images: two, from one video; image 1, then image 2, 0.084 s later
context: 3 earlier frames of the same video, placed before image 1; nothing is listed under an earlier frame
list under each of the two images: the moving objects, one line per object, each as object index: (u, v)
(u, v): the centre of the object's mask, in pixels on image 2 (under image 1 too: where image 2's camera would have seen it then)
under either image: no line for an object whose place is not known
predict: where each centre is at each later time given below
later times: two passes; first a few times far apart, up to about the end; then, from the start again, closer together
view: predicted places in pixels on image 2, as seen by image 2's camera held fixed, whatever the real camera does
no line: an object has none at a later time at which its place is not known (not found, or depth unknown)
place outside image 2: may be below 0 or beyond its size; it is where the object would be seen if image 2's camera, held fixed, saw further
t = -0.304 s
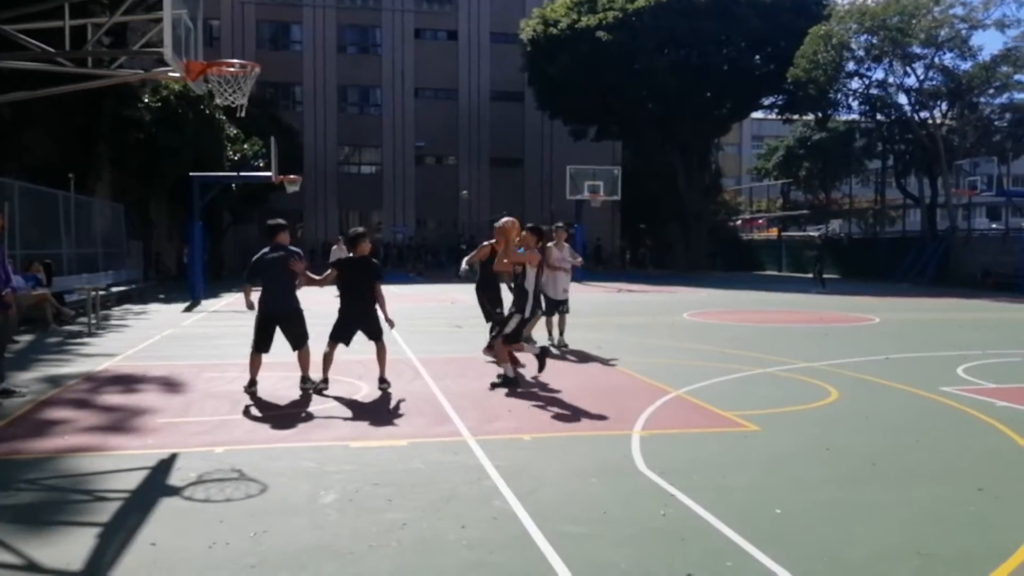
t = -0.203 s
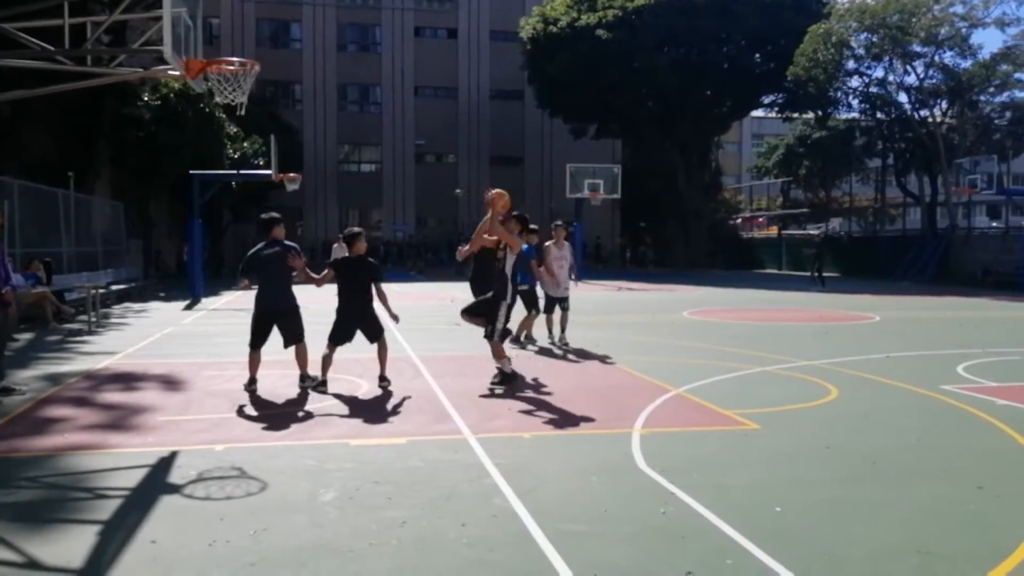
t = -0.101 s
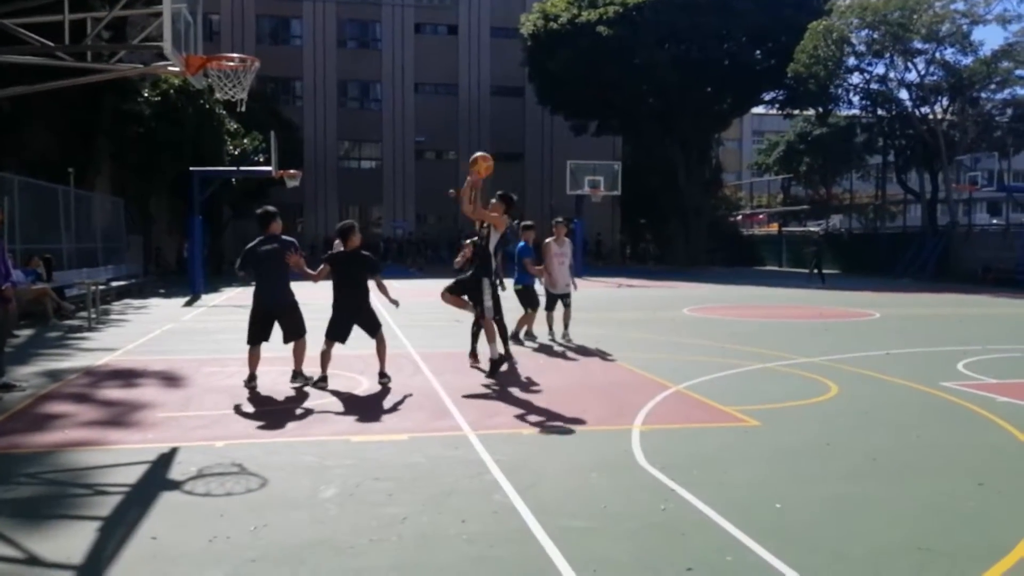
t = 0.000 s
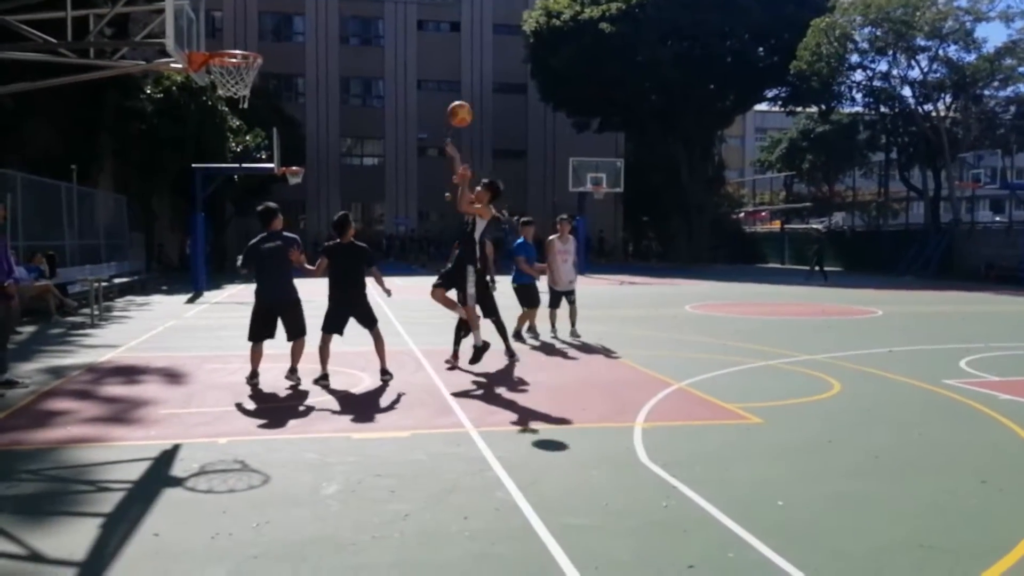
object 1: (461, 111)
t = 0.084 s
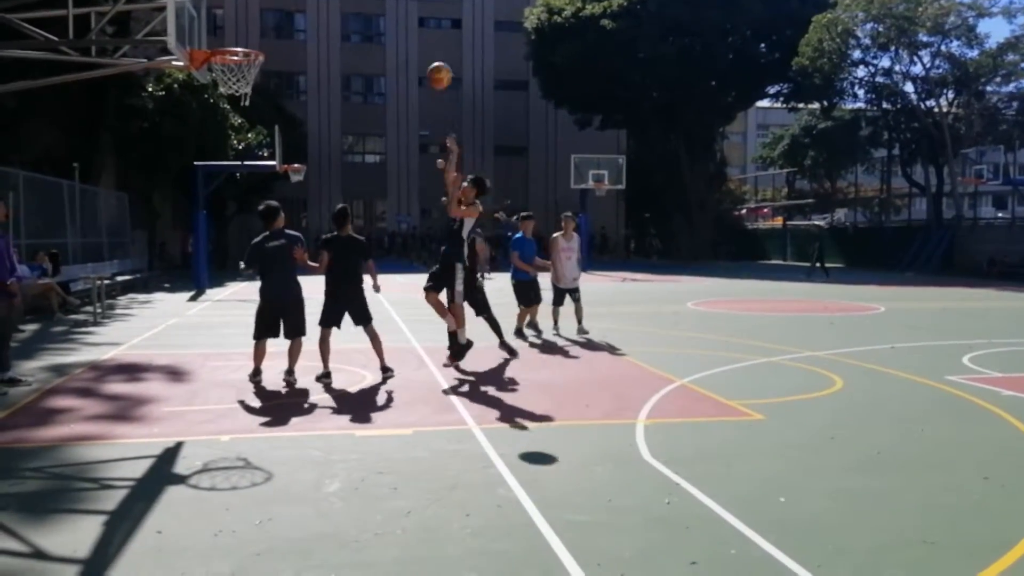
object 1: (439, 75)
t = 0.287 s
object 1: (385, 18)
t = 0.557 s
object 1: (309, 12)
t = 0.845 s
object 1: (225, 69)
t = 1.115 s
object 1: (190, 126)
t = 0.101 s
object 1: (435, 69)
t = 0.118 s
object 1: (431, 63)
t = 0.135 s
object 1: (426, 57)
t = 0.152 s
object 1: (422, 51)
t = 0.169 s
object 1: (417, 46)
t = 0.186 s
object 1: (413, 41)
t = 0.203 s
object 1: (408, 37)
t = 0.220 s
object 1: (404, 32)
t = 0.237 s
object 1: (399, 28)
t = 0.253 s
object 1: (394, 24)
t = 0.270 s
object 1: (389, 21)
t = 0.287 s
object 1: (385, 18)
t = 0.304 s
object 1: (381, 15)
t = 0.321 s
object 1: (376, 13)
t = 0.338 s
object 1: (372, 11)
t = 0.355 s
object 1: (367, 10)
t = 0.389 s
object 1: (357, 8)
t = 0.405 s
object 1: (353, 9)
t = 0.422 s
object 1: (348, 8)
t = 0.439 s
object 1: (342, 8)
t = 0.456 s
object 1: (338, 8)
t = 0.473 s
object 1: (334, 9)
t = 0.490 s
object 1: (330, 9)
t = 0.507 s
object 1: (326, 9)
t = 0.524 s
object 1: (320, 10)
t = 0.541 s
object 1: (315, 11)
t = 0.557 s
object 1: (309, 12)
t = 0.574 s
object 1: (303, 13)
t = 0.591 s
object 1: (300, 14)
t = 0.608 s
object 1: (295, 15)
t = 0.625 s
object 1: (290, 16)
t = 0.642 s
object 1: (282, 15)
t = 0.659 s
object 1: (276, 19)
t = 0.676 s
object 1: (270, 23)
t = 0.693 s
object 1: (266, 28)
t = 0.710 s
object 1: (262, 32)
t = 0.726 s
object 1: (258, 36)
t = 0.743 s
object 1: (254, 41)
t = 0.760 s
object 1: (251, 45)
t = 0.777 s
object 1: (248, 49)
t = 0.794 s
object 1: (241, 54)
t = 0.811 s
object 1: (234, 59)
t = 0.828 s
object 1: (229, 65)
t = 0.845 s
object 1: (225, 69)
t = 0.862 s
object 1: (221, 74)
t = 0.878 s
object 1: (217, 76)
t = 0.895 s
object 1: (215, 80)
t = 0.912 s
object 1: (213, 80)
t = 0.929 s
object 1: (211, 84)
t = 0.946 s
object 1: (210, 86)
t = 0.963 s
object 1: (209, 88)
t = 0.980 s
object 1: (206, 92)
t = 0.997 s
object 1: (204, 95)
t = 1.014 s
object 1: (200, 98)
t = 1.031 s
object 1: (200, 102)
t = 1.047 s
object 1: (198, 107)
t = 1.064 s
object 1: (196, 111)
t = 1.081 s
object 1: (193, 116)
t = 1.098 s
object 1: (192, 121)
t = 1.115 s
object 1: (190, 126)
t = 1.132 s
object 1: (188, 131)
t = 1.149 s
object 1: (187, 137)
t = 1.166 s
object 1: (184, 143)
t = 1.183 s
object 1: (183, 150)
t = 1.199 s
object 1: (181, 157)
